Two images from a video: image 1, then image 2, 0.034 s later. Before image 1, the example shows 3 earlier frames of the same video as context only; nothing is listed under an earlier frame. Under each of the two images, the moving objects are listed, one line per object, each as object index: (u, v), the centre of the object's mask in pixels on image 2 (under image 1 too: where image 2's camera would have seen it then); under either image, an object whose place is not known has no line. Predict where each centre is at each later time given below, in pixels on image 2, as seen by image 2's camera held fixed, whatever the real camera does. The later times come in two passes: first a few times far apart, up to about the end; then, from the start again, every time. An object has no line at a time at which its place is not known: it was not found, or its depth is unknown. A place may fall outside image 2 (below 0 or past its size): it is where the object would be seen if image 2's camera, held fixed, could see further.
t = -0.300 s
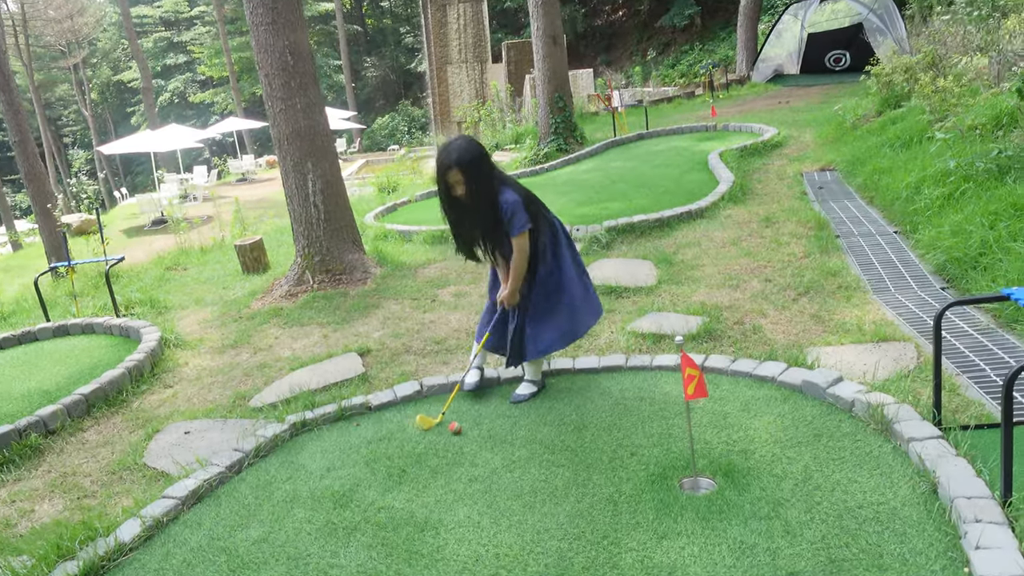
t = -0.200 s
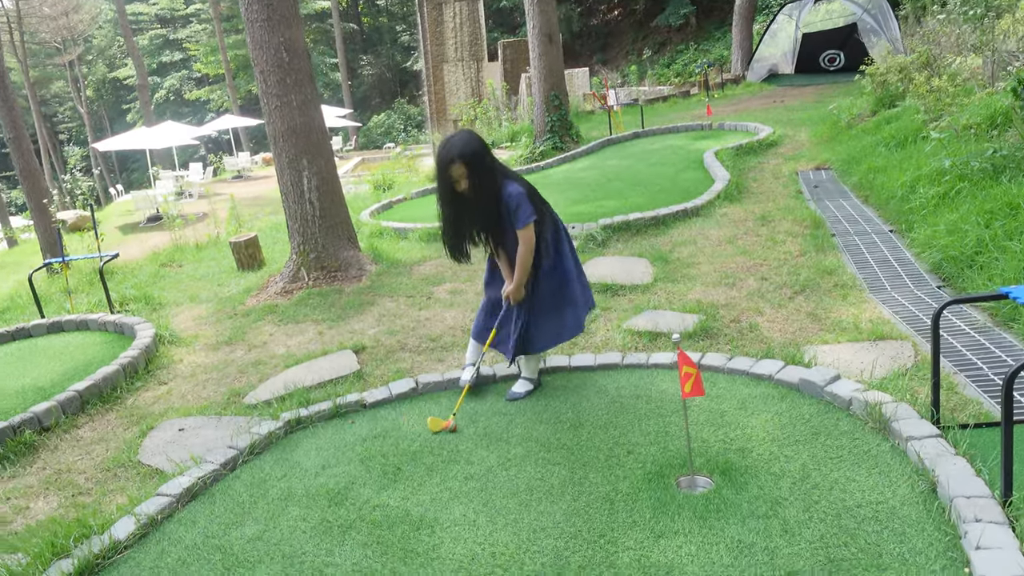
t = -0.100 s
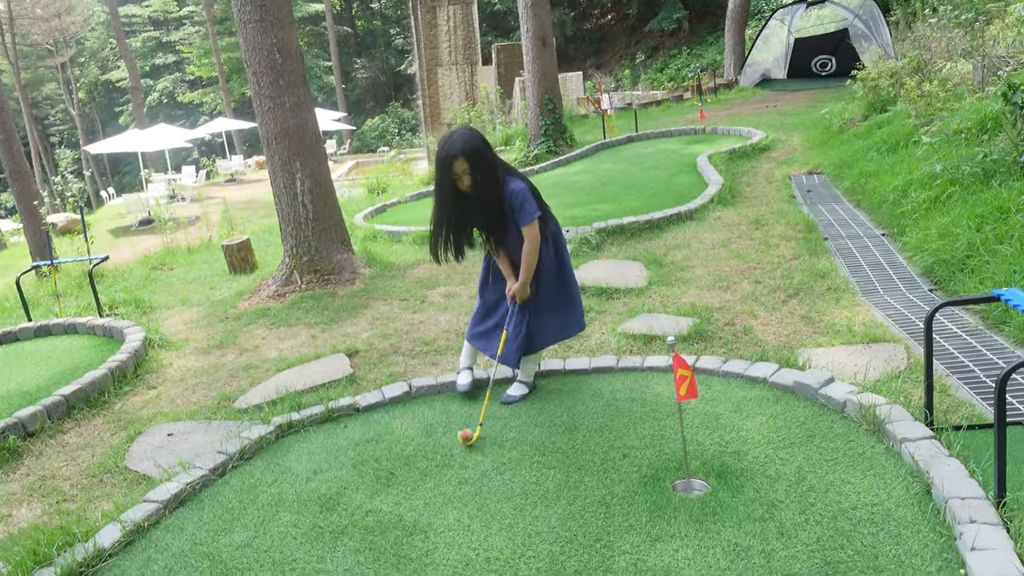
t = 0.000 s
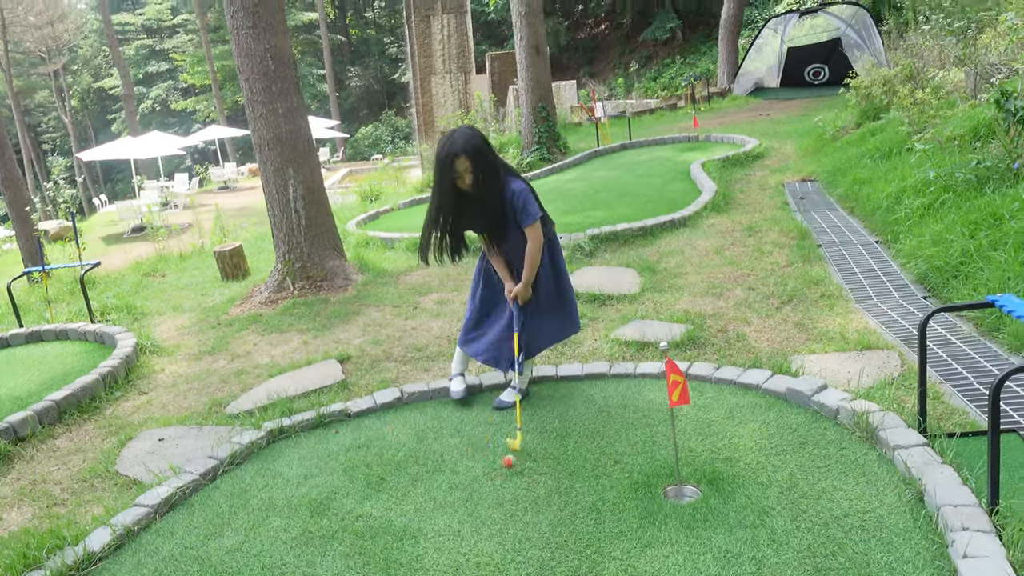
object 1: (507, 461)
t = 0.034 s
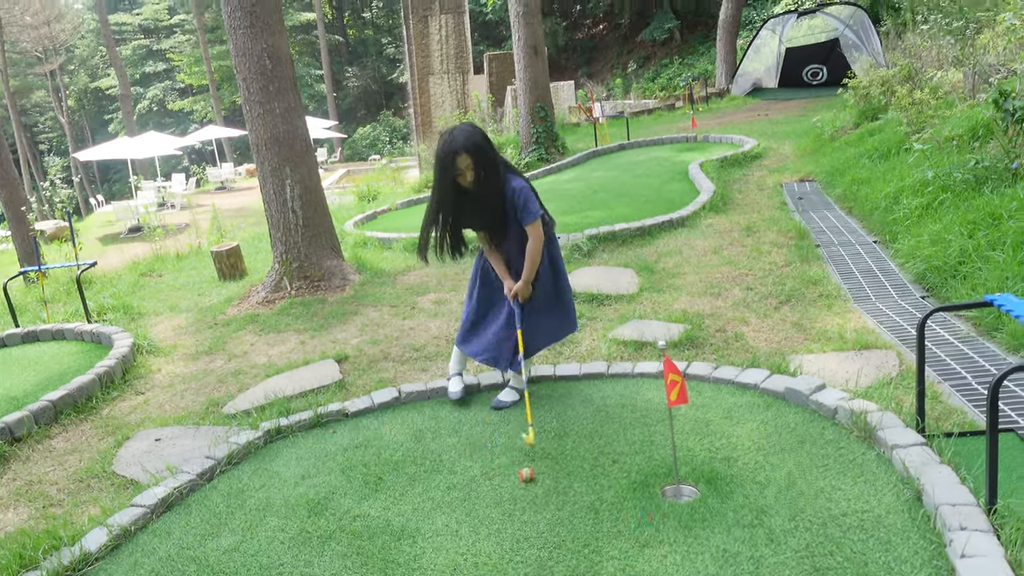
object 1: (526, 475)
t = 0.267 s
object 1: (603, 498)
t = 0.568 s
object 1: (685, 534)
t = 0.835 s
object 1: (719, 552)
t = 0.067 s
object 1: (536, 474)
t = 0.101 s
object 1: (546, 475)
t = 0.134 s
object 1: (556, 478)
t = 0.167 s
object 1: (568, 488)
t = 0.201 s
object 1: (579, 494)
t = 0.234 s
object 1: (591, 494)
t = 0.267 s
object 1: (603, 498)
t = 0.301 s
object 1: (615, 506)
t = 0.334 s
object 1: (625, 510)
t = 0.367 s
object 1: (636, 512)
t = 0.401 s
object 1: (646, 516)
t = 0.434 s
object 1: (656, 520)
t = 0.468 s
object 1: (664, 524)
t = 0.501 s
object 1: (672, 528)
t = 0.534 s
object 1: (679, 531)
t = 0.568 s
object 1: (685, 534)
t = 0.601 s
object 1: (691, 537)
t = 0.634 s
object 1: (696, 540)
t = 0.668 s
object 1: (702, 543)
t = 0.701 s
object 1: (706, 544)
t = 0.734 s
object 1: (711, 547)
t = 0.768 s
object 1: (714, 548)
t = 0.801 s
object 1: (717, 549)
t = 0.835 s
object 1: (719, 552)
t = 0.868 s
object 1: (720, 553)
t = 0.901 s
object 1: (722, 554)
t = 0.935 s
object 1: (723, 554)
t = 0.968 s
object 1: (723, 554)
